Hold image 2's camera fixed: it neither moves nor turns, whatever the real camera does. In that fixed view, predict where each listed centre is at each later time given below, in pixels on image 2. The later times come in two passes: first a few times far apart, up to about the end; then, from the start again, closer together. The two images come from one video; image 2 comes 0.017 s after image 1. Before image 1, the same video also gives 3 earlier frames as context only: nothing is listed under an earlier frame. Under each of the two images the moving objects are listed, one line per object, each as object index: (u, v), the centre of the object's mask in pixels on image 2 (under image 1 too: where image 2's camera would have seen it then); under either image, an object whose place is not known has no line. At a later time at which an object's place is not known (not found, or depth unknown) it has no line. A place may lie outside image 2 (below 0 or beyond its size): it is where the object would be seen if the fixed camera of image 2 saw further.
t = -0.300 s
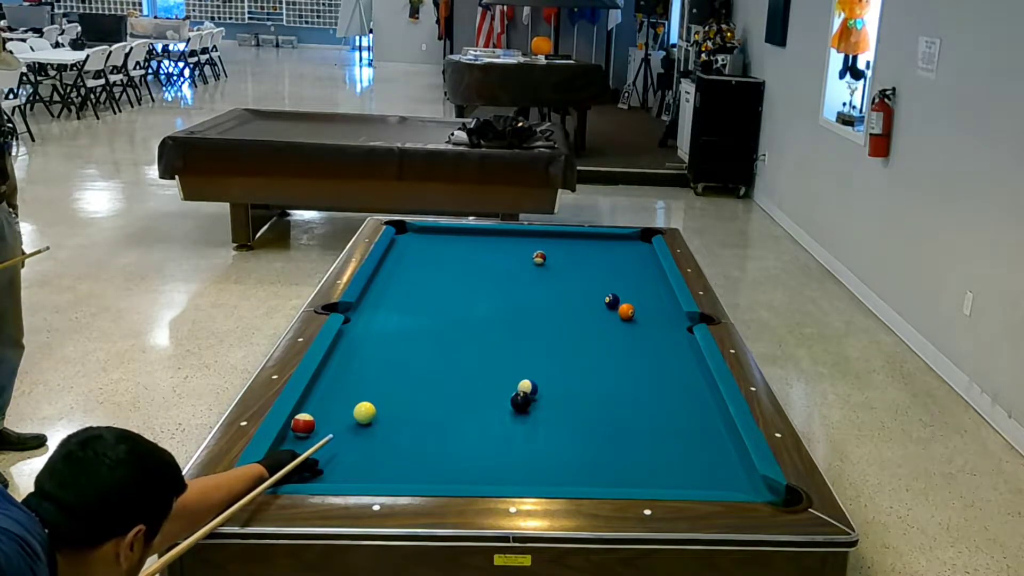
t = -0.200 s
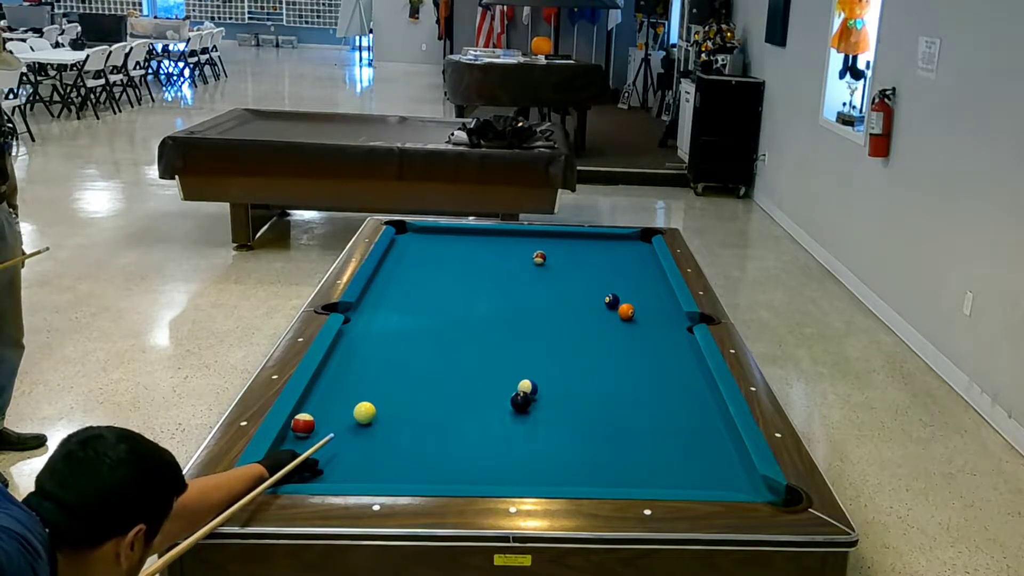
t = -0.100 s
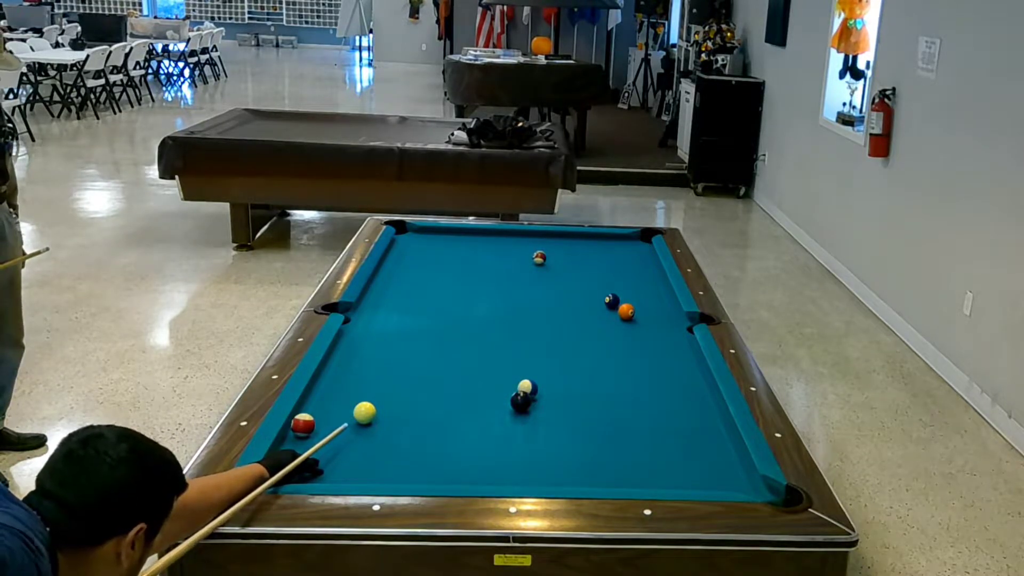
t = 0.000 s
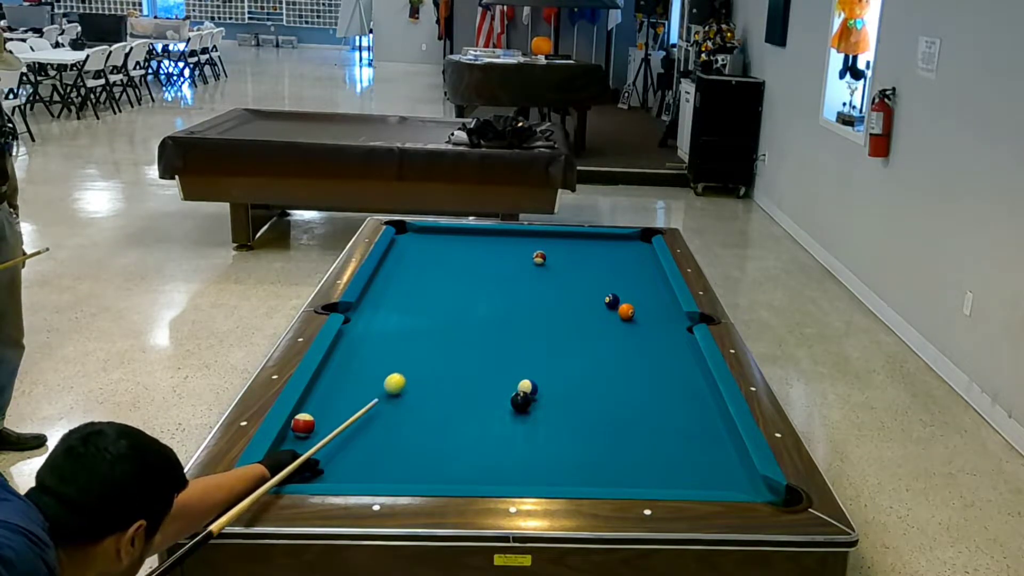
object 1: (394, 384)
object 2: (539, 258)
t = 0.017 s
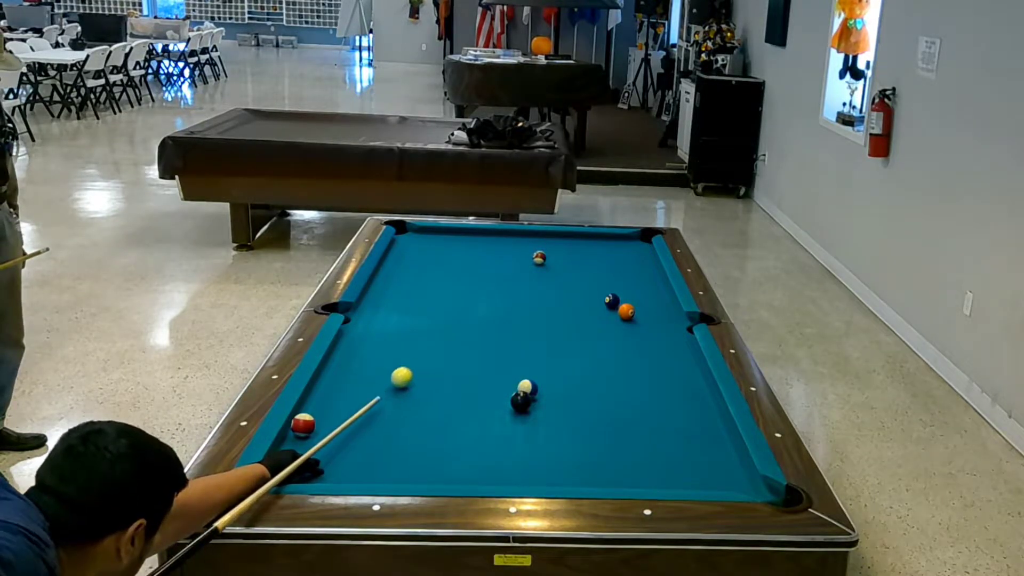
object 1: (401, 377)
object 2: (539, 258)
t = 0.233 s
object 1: (470, 314)
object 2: (539, 258)
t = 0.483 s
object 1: (523, 264)
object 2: (539, 258)
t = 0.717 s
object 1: (498, 240)
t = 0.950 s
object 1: (482, 238)
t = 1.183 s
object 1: (469, 248)
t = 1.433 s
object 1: (454, 259)
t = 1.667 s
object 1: (439, 270)
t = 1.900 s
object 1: (425, 281)
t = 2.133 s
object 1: (410, 293)
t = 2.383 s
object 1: (395, 306)
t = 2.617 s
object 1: (380, 318)
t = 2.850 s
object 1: (366, 331)
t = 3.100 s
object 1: (351, 344)
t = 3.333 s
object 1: (337, 357)
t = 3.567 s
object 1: (328, 369)
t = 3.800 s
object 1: (325, 380)
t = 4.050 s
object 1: (323, 391)
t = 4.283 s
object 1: (322, 401)
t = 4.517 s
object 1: (322, 410)
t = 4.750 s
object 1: (324, 418)
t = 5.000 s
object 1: (330, 423)
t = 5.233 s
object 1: (335, 427)
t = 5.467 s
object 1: (339, 429)
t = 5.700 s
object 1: (342, 430)
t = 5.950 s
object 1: (344, 431)
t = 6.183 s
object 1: (344, 430)
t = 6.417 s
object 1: (344, 430)
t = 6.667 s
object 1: (344, 430)
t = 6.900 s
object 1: (344, 431)
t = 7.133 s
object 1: (344, 430)
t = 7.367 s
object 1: (344, 430)
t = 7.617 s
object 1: (344, 430)
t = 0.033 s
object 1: (408, 371)
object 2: (539, 258)
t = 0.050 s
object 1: (414, 365)
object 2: (539, 258)
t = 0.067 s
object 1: (420, 360)
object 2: (539, 258)
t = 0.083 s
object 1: (426, 355)
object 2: (539, 258)
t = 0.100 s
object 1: (432, 349)
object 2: (539, 258)
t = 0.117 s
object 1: (437, 344)
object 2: (539, 258)
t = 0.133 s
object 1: (442, 340)
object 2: (539, 258)
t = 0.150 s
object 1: (447, 335)
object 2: (539, 258)
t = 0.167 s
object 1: (452, 331)
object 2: (539, 258)
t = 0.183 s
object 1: (456, 326)
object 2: (539, 258)
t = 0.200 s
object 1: (461, 322)
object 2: (539, 258)
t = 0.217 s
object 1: (465, 318)
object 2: (539, 258)
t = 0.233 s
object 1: (470, 314)
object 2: (539, 258)
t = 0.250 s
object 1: (474, 310)
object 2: (539, 258)
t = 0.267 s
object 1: (478, 306)
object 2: (539, 258)
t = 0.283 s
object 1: (482, 303)
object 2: (539, 258)
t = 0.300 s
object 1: (486, 299)
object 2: (539, 258)
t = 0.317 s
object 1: (489, 295)
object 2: (539, 258)
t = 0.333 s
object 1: (493, 292)
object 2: (539, 258)
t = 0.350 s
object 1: (497, 289)
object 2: (539, 258)
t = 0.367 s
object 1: (500, 285)
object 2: (539, 258)
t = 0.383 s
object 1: (504, 282)
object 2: (539, 258)
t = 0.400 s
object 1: (507, 279)
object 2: (539, 258)
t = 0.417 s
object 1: (510, 276)
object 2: (539, 258)
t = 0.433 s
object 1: (514, 273)
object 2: (539, 258)
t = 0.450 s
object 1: (517, 270)
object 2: (539, 258)
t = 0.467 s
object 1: (520, 267)
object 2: (539, 258)
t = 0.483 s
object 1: (523, 264)
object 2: (539, 258)
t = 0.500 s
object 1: (526, 261)
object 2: (539, 258)
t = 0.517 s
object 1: (526, 259)
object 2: (541, 257)
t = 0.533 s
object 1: (523, 257)
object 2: (547, 256)
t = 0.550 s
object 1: (520, 256)
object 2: (552, 255)
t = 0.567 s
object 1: (516, 254)
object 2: (557, 254)
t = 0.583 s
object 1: (514, 253)
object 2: (562, 254)
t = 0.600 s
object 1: (511, 251)
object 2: (566, 253)
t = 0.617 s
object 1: (509, 250)
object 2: (571, 252)
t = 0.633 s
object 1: (506, 248)
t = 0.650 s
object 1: (505, 246)
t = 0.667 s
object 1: (503, 245)
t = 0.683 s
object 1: (501, 243)
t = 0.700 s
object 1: (500, 241)
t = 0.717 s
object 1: (498, 240)
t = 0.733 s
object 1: (497, 238)
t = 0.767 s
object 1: (494, 235)
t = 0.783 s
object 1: (492, 234)
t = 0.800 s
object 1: (491, 232)
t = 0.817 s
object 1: (490, 232)
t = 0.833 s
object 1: (489, 232)
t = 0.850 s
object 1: (488, 233)
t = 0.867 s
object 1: (487, 234)
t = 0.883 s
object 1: (486, 235)
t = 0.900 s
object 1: (485, 236)
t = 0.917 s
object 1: (484, 236)
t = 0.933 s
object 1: (483, 237)
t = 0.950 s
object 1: (482, 238)
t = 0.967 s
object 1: (481, 239)
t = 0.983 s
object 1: (480, 239)
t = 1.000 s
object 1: (479, 240)
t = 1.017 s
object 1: (478, 241)
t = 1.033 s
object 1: (477, 241)
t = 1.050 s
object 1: (476, 242)
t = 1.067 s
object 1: (476, 243)
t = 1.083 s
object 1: (475, 244)
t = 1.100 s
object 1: (474, 244)
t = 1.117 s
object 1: (473, 245)
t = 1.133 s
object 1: (471, 246)
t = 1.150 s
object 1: (471, 246)
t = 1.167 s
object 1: (470, 247)
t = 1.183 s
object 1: (469, 248)
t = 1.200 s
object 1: (468, 249)
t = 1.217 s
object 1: (467, 249)
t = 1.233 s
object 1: (466, 250)
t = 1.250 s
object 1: (465, 251)
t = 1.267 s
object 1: (464, 252)
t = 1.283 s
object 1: (463, 252)
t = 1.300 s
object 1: (462, 253)
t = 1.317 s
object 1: (461, 254)
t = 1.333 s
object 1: (460, 254)
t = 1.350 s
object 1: (459, 255)
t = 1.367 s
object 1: (458, 256)
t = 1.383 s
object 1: (457, 257)
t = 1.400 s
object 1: (456, 257)
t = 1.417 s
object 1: (455, 258)
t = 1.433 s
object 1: (454, 259)
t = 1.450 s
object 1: (453, 260)
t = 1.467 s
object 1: (452, 261)
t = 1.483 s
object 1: (451, 261)
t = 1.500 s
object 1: (450, 262)
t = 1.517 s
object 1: (449, 263)
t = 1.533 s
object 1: (447, 264)
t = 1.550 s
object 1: (446, 264)
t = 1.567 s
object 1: (445, 265)
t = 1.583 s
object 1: (444, 266)
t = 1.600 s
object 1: (443, 267)
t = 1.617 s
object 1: (442, 268)
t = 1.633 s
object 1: (441, 268)
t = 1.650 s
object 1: (440, 269)
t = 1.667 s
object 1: (439, 270)
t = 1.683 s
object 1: (438, 271)
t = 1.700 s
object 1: (437, 272)
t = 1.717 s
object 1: (436, 272)
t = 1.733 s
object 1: (435, 273)
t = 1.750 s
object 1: (434, 274)
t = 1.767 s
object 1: (433, 275)
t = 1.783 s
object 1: (432, 276)
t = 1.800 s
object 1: (431, 276)
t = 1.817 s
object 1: (430, 277)
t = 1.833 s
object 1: (429, 278)
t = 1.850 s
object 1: (428, 279)
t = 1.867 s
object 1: (427, 280)
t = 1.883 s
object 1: (426, 280)
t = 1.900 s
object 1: (425, 281)
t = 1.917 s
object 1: (424, 282)
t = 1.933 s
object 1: (423, 283)
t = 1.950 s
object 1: (422, 284)
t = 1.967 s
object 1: (421, 284)
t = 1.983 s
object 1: (420, 285)
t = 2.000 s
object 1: (419, 286)
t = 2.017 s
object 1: (418, 287)
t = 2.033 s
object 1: (416, 288)
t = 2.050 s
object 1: (416, 289)
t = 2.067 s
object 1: (415, 290)
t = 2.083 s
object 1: (414, 290)
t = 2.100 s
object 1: (412, 291)
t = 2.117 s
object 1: (411, 292)
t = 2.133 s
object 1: (410, 293)
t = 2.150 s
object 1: (409, 294)
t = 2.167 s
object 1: (408, 295)
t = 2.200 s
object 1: (406, 296)
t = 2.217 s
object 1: (405, 297)
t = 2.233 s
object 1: (404, 298)
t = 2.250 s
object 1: (403, 299)
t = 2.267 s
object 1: (402, 300)
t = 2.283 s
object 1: (401, 301)
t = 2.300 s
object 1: (400, 302)
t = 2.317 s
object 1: (399, 302)
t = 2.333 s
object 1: (398, 303)
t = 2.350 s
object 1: (397, 304)
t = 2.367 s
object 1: (396, 305)
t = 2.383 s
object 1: (395, 306)
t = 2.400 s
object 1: (394, 307)
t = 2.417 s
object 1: (393, 308)
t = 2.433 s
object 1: (392, 309)
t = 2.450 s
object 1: (391, 310)
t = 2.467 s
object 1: (390, 310)
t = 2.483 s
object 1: (389, 311)
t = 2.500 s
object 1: (388, 312)
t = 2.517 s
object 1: (387, 313)
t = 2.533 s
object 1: (386, 314)
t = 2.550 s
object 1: (385, 315)
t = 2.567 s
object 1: (383, 316)
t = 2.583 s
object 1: (382, 317)
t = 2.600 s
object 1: (381, 317)
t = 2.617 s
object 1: (380, 318)
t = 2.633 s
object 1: (379, 319)
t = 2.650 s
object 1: (378, 320)
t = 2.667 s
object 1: (377, 321)
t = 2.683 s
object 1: (376, 322)
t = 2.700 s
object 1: (375, 323)
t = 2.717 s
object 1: (374, 324)
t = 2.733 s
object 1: (373, 325)
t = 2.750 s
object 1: (372, 325)
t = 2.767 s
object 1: (371, 326)
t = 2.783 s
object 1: (370, 327)
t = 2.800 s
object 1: (369, 328)
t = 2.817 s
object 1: (368, 329)
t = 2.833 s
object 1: (367, 330)
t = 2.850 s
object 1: (366, 331)
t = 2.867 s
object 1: (365, 332)
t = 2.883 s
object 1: (364, 333)
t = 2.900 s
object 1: (363, 334)
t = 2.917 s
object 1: (362, 334)
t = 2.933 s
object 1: (361, 335)
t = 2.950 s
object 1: (360, 336)
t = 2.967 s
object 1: (359, 337)
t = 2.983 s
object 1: (358, 338)
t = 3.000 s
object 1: (357, 339)
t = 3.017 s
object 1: (356, 340)
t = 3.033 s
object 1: (355, 341)
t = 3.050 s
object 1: (354, 342)
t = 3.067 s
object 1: (353, 343)
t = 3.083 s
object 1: (352, 344)
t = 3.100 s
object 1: (351, 344)
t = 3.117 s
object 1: (350, 345)
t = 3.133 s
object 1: (349, 346)
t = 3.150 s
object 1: (348, 347)
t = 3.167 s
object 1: (347, 348)
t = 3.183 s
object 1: (346, 349)
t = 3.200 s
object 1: (345, 350)
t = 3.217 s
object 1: (344, 351)
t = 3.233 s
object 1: (343, 352)
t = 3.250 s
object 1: (342, 353)
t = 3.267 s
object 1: (341, 353)
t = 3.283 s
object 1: (340, 354)
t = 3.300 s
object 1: (339, 355)
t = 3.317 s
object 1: (338, 356)
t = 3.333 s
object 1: (337, 357)
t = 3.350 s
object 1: (336, 358)
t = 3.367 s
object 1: (335, 359)
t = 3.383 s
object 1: (334, 360)
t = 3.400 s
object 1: (334, 361)
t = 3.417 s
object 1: (333, 362)
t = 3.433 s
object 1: (332, 363)
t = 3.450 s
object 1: (331, 363)
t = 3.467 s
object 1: (330, 364)
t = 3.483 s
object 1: (329, 365)
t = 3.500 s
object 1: (329, 366)
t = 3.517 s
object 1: (328, 367)
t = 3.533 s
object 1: (328, 368)
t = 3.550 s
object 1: (328, 368)
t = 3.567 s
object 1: (328, 369)
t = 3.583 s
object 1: (328, 370)
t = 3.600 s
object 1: (327, 371)
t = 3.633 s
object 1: (327, 373)
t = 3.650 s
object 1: (327, 373)
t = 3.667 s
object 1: (327, 374)
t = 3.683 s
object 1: (326, 375)
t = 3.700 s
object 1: (326, 376)
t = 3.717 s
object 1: (326, 377)
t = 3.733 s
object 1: (326, 377)
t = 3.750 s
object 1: (326, 378)
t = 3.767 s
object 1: (326, 379)
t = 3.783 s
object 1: (325, 379)
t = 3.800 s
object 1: (325, 380)
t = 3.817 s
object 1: (325, 381)
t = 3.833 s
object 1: (325, 382)
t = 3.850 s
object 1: (325, 383)
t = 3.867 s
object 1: (325, 383)
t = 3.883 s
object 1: (324, 384)
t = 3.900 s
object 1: (324, 385)
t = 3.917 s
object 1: (324, 386)
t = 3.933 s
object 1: (324, 386)
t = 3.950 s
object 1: (324, 387)
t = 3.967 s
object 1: (324, 388)
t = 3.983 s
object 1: (323, 389)
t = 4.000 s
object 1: (323, 389)
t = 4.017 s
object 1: (323, 390)
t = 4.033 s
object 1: (323, 391)
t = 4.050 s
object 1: (323, 391)
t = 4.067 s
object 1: (323, 392)
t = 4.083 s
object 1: (323, 393)
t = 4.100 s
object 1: (323, 394)
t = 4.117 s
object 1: (323, 394)
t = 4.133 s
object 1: (323, 395)
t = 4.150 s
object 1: (322, 396)
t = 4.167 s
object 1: (322, 396)
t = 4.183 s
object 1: (322, 397)
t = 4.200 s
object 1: (322, 398)
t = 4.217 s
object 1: (322, 399)
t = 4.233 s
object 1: (322, 399)
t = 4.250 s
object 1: (322, 400)
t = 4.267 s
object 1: (322, 401)
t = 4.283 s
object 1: (322, 401)
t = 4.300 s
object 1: (322, 402)
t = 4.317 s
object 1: (322, 402)
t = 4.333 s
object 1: (322, 403)
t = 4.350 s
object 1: (322, 404)
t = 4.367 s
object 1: (322, 404)
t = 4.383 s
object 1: (322, 405)
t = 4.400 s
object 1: (322, 406)
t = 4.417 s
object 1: (322, 406)
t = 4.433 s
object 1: (322, 407)
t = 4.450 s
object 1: (322, 408)
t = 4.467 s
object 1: (322, 408)
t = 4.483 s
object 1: (322, 409)
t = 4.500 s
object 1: (322, 409)
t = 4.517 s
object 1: (322, 410)
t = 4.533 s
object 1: (322, 411)
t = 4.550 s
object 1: (322, 411)
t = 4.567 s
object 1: (322, 412)
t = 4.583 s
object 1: (323, 412)
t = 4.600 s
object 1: (323, 413)
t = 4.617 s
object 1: (323, 414)
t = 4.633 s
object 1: (323, 414)
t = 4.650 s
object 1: (323, 415)
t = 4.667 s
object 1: (323, 415)
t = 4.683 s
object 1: (323, 416)
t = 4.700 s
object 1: (324, 416)
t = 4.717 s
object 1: (324, 417)
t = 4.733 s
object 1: (324, 417)
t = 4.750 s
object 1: (324, 418)
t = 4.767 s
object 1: (324, 418)
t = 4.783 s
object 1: (324, 419)
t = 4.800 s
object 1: (325, 419)
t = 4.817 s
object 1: (325, 419)
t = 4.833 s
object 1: (326, 420)
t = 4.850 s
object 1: (326, 420)
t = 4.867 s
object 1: (326, 421)
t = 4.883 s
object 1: (327, 421)
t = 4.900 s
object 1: (327, 421)
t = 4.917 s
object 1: (327, 422)
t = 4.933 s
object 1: (328, 422)
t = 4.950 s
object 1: (328, 422)
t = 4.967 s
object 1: (329, 423)
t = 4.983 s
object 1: (329, 423)
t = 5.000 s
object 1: (330, 423)
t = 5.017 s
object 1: (330, 424)
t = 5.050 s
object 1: (331, 424)
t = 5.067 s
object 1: (331, 424)
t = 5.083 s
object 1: (332, 425)
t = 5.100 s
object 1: (332, 425)
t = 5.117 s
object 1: (332, 425)
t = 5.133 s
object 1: (333, 425)
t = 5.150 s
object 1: (333, 426)
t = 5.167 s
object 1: (333, 426)
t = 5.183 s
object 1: (334, 426)
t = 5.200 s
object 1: (334, 426)
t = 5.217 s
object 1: (335, 427)
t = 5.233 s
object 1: (335, 427)
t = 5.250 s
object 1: (335, 427)
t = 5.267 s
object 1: (336, 427)
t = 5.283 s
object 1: (336, 427)
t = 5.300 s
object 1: (336, 427)
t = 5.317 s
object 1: (337, 428)
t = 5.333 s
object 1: (337, 428)
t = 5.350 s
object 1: (337, 428)
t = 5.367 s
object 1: (338, 428)
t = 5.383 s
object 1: (338, 428)
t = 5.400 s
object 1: (338, 429)
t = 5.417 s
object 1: (339, 429)
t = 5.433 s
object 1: (339, 429)
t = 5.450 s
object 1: (339, 429)
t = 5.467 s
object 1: (339, 429)
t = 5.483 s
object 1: (340, 429)
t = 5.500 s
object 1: (340, 429)
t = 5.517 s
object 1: (340, 430)
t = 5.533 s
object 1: (340, 430)
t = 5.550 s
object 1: (340, 430)
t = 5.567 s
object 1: (341, 430)
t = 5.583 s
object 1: (341, 430)
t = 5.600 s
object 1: (341, 430)
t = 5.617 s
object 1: (341, 430)
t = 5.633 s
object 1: (342, 430)
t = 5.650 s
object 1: (342, 430)
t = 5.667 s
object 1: (342, 430)
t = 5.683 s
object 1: (342, 430)
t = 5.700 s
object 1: (342, 430)
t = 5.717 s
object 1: (343, 430)
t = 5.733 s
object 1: (343, 430)
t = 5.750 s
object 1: (343, 430)
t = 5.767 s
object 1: (343, 430)
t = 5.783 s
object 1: (343, 430)
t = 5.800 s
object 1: (343, 430)
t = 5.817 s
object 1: (344, 430)
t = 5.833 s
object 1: (344, 430)
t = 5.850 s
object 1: (344, 430)
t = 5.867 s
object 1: (344, 430)
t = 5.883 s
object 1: (344, 431)
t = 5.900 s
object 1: (344, 431)
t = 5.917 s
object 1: (344, 431)
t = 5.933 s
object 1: (344, 431)
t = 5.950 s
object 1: (344, 431)
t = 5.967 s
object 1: (344, 431)
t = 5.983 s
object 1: (344, 431)
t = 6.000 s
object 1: (344, 430)
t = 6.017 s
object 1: (344, 430)
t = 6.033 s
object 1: (344, 430)
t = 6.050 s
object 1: (344, 430)
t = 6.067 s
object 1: (344, 430)
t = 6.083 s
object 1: (344, 430)
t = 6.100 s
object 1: (344, 430)
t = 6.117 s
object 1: (344, 430)
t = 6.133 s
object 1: (344, 431)
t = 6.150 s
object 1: (344, 430)
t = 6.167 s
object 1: (344, 430)
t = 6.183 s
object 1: (344, 430)
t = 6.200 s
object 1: (344, 430)
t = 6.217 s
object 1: (344, 430)
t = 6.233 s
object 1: (344, 430)
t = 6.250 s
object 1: (344, 430)
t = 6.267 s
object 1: (344, 430)
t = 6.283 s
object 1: (344, 430)
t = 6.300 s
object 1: (344, 431)
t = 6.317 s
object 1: (344, 430)
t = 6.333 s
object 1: (344, 431)
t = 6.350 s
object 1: (344, 430)
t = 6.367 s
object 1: (344, 430)
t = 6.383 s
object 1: (344, 430)
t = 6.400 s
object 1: (344, 430)
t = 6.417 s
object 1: (344, 430)
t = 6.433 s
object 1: (344, 430)
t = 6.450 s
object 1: (344, 430)
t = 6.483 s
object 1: (344, 430)
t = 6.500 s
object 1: (344, 430)
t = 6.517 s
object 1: (344, 430)
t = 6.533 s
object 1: (344, 430)
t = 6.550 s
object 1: (344, 430)
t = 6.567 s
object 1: (344, 430)
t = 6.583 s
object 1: (344, 430)
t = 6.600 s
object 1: (344, 430)
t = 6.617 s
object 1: (344, 430)
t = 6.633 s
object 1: (344, 430)
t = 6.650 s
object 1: (344, 430)
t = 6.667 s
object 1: (344, 430)
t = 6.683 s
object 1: (344, 431)
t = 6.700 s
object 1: (344, 430)
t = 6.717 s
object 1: (344, 430)
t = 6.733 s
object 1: (344, 430)
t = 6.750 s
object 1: (344, 430)
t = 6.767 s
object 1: (344, 430)
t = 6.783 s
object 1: (344, 430)
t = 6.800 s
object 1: (344, 430)
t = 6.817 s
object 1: (344, 430)
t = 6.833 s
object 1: (344, 431)
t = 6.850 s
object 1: (344, 430)
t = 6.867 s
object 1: (344, 431)
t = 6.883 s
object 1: (344, 431)
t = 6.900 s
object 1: (344, 431)
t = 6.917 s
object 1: (344, 430)
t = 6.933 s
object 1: (344, 430)
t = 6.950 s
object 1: (344, 430)
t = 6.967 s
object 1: (344, 430)
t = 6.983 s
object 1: (344, 430)
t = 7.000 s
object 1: (344, 430)
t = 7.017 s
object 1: (344, 430)
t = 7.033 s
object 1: (344, 430)
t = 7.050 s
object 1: (344, 430)
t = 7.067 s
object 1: (344, 430)
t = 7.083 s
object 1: (344, 430)
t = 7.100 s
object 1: (344, 430)
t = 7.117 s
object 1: (344, 430)
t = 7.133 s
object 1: (344, 430)
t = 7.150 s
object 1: (344, 430)
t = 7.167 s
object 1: (344, 430)
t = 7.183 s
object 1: (344, 430)
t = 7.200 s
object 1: (344, 430)
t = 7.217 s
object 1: (344, 430)
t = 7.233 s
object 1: (344, 430)
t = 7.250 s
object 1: (344, 430)
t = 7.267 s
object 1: (344, 430)
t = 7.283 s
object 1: (344, 430)
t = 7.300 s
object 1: (344, 430)
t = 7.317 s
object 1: (344, 430)
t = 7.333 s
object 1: (344, 430)
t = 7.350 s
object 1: (344, 430)
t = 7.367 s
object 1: (344, 430)
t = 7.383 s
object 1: (344, 430)
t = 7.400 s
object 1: (344, 430)
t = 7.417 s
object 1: (344, 430)
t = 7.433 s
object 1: (344, 430)
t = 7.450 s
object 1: (344, 430)
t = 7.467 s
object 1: (344, 430)
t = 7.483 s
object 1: (344, 430)
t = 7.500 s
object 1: (344, 430)
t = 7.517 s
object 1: (344, 430)
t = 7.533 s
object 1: (344, 430)
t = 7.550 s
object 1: (344, 430)
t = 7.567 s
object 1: (344, 430)
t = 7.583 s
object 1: (344, 430)
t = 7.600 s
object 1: (344, 430)
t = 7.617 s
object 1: (344, 430)
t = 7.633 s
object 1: (344, 430)
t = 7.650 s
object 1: (344, 430)
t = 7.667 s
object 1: (344, 430)
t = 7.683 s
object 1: (344, 430)
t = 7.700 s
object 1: (344, 430)
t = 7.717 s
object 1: (344, 430)
